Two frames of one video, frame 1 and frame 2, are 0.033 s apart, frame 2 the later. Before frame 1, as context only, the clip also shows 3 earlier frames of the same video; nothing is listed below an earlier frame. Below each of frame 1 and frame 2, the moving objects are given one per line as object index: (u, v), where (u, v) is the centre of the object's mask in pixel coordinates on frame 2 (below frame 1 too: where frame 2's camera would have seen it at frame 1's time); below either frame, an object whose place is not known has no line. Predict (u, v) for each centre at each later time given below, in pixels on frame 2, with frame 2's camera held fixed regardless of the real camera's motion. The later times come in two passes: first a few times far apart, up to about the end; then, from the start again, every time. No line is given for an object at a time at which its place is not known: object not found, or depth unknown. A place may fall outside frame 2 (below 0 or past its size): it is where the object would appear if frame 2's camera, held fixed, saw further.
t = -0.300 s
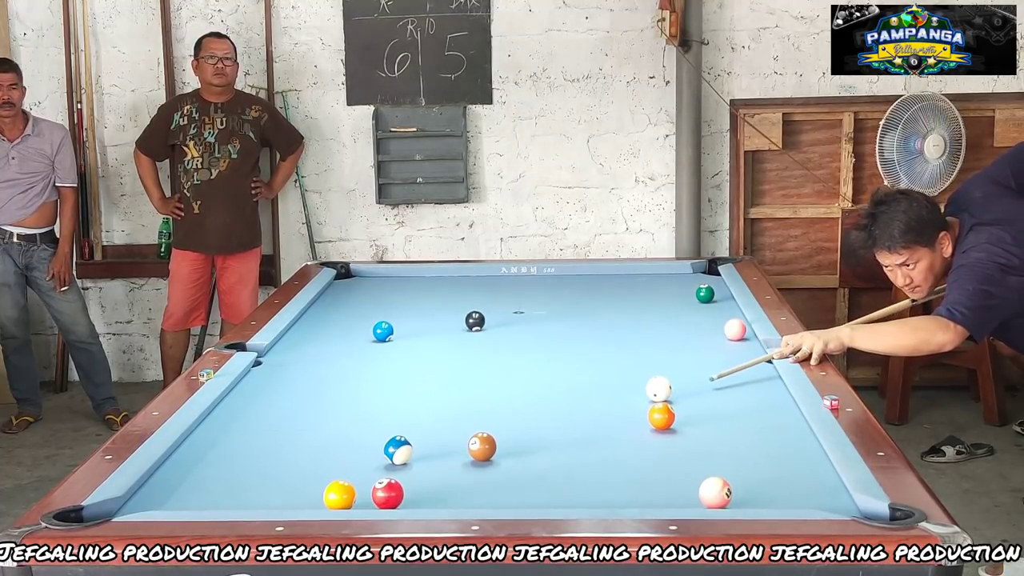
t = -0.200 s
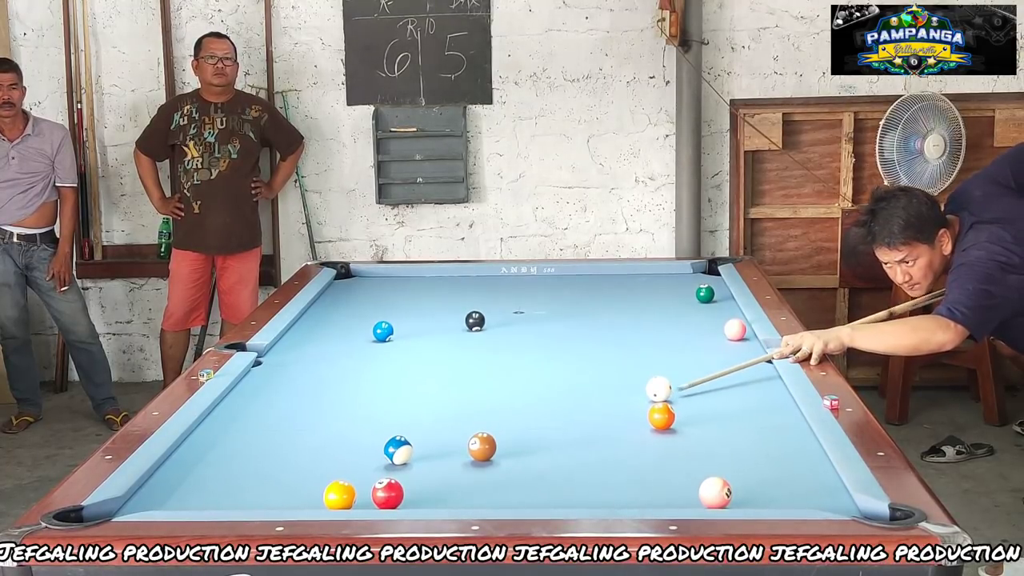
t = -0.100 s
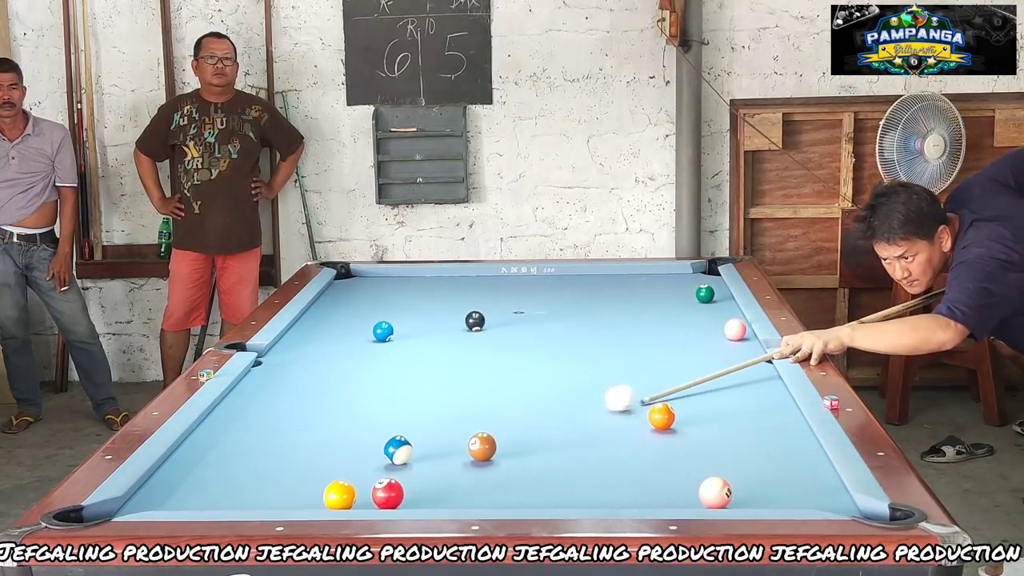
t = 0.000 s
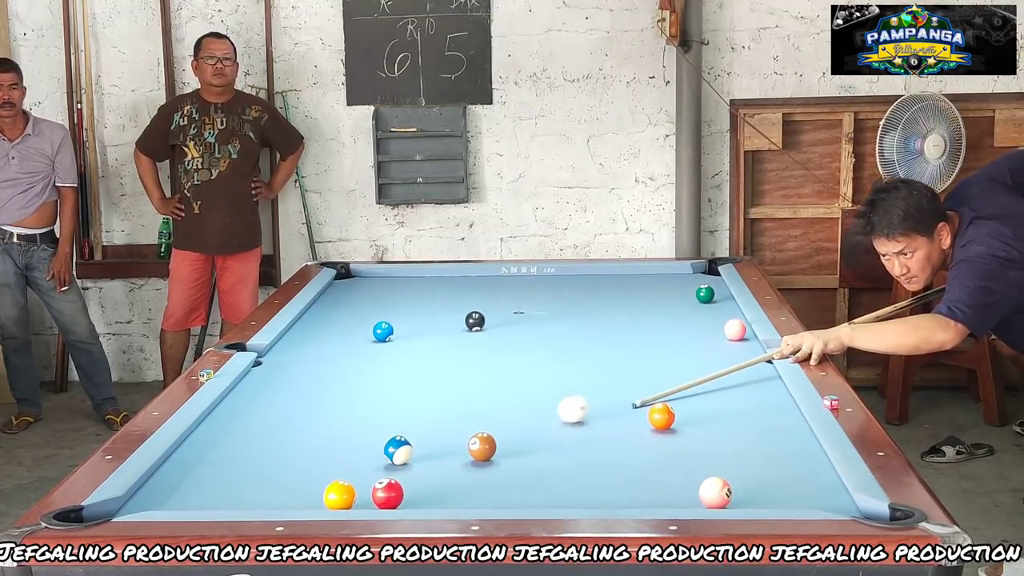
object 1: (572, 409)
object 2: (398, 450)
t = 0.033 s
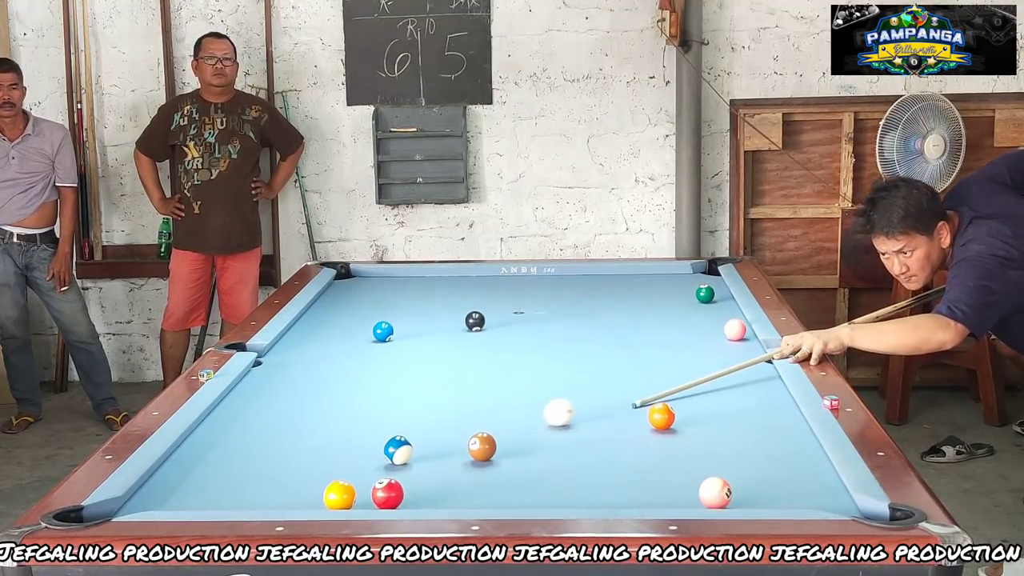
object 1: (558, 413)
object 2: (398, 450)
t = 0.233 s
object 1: (492, 426)
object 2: (398, 450)
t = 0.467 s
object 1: (422, 444)
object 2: (396, 451)
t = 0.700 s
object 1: (407, 448)
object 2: (341, 463)
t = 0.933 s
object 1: (392, 451)
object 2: (292, 475)
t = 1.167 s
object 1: (380, 454)
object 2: (242, 486)
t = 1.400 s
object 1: (369, 456)
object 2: (193, 497)
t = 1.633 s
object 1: (360, 458)
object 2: (143, 504)
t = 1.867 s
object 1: (355, 460)
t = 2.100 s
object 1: (352, 461)
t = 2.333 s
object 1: (351, 461)
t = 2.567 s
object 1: (349, 461)
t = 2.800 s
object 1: (349, 461)
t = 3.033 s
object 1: (349, 461)
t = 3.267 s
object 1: (349, 461)
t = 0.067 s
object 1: (545, 416)
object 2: (398, 450)
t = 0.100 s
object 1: (533, 419)
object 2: (398, 450)
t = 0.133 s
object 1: (521, 422)
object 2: (398, 450)
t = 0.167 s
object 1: (511, 424)
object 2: (398, 450)
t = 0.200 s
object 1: (501, 426)
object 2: (398, 450)
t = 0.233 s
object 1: (492, 426)
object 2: (398, 450)
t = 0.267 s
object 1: (480, 426)
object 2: (398, 450)
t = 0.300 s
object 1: (468, 430)
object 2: (398, 450)
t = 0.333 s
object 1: (459, 435)
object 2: (398, 450)
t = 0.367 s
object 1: (450, 438)
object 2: (398, 450)
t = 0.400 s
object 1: (439, 440)
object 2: (398, 450)
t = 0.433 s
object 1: (429, 443)
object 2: (399, 450)
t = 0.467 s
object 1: (422, 444)
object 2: (396, 451)
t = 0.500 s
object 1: (421, 445)
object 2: (386, 453)
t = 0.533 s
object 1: (419, 445)
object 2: (377, 455)
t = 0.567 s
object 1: (416, 446)
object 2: (370, 457)
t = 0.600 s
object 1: (414, 446)
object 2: (363, 458)
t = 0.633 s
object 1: (411, 447)
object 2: (355, 460)
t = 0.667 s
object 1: (409, 447)
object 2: (348, 461)
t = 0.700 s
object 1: (407, 448)
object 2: (341, 463)
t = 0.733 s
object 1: (405, 448)
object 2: (334, 464)
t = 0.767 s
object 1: (403, 449)
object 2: (327, 466)
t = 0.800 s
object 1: (400, 449)
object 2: (320, 468)
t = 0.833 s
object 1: (398, 450)
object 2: (312, 470)
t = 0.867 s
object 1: (396, 450)
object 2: (305, 472)
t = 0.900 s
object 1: (394, 451)
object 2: (299, 473)
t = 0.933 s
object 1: (392, 451)
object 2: (292, 475)
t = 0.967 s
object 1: (390, 452)
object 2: (285, 477)
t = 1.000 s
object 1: (388, 452)
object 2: (277, 478)
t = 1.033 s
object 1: (387, 452)
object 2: (271, 479)
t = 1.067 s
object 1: (385, 453)
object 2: (263, 481)
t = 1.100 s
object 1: (383, 453)
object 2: (256, 483)
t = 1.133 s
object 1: (381, 453)
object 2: (249, 484)
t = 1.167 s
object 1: (380, 454)
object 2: (242, 486)
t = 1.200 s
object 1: (378, 454)
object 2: (235, 488)
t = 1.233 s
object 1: (377, 455)
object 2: (228, 490)
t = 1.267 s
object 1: (375, 455)
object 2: (220, 491)
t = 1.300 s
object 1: (373, 455)
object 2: (213, 493)
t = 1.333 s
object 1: (372, 456)
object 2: (207, 494)
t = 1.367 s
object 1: (370, 456)
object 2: (200, 496)
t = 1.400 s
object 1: (369, 456)
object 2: (193, 497)
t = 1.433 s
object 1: (367, 457)
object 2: (186, 498)
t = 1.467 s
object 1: (366, 457)
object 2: (179, 498)
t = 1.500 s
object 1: (365, 457)
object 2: (172, 499)
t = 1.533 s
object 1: (364, 457)
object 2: (165, 500)
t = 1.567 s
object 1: (363, 458)
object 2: (158, 502)
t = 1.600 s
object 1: (362, 458)
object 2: (150, 503)
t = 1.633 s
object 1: (360, 458)
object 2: (143, 504)
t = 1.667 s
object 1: (359, 459)
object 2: (136, 505)
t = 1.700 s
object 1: (358, 459)
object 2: (129, 507)
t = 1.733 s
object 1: (357, 459)
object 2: (121, 508)
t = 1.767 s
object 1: (356, 459)
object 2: (115, 510)
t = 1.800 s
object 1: (356, 459)
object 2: (107, 512)
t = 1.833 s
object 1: (355, 460)
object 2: (100, 518)
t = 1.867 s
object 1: (355, 460)
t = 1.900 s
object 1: (354, 460)
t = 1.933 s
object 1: (354, 460)
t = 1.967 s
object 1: (354, 460)
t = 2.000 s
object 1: (353, 460)
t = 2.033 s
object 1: (352, 460)
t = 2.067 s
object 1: (352, 461)
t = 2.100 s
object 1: (352, 461)
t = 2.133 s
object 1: (351, 461)
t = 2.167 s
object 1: (351, 461)
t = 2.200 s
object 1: (351, 461)
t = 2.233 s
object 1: (351, 461)
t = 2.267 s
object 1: (351, 461)
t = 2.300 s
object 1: (351, 461)
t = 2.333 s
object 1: (351, 461)
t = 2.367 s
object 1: (350, 461)
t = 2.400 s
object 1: (350, 461)
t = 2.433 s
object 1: (350, 461)
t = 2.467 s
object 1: (350, 461)
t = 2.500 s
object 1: (350, 461)
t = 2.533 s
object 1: (349, 461)
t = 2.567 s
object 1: (349, 461)
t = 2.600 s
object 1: (349, 461)
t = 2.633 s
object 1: (349, 461)
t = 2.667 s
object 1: (349, 461)
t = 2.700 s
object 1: (349, 461)
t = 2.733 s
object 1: (349, 461)
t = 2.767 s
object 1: (349, 461)
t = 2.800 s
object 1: (349, 461)
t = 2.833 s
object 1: (349, 461)
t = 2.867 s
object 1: (349, 461)
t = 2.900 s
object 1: (349, 461)
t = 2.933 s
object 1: (349, 461)
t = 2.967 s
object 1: (349, 461)
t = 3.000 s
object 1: (349, 461)
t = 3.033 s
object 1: (349, 461)
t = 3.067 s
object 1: (349, 461)
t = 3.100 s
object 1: (349, 461)
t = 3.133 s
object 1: (349, 461)
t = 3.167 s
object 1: (349, 461)
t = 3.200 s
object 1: (349, 461)
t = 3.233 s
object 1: (349, 461)
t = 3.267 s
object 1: (349, 461)
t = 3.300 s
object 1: (349, 461)
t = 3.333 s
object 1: (349, 461)
